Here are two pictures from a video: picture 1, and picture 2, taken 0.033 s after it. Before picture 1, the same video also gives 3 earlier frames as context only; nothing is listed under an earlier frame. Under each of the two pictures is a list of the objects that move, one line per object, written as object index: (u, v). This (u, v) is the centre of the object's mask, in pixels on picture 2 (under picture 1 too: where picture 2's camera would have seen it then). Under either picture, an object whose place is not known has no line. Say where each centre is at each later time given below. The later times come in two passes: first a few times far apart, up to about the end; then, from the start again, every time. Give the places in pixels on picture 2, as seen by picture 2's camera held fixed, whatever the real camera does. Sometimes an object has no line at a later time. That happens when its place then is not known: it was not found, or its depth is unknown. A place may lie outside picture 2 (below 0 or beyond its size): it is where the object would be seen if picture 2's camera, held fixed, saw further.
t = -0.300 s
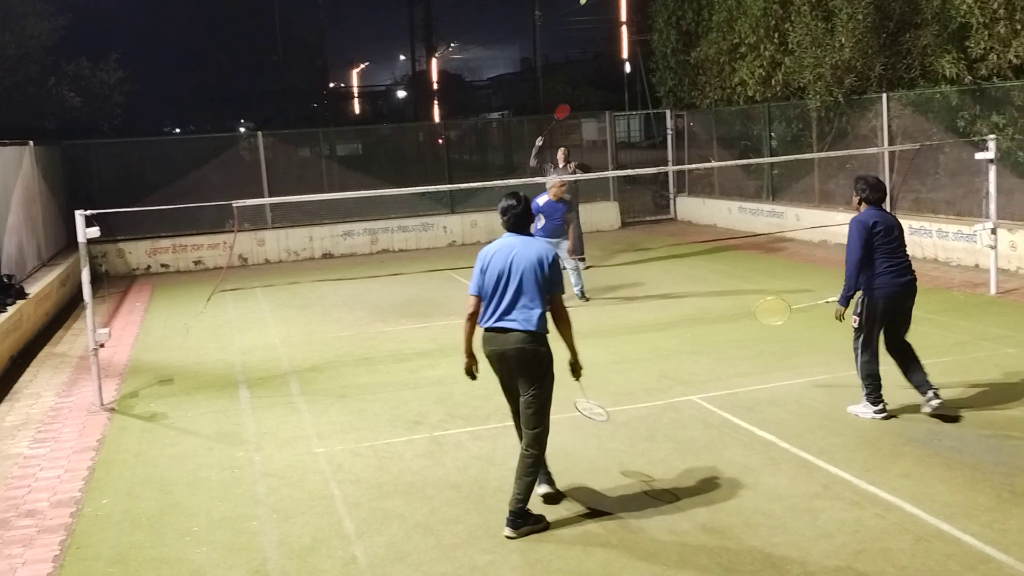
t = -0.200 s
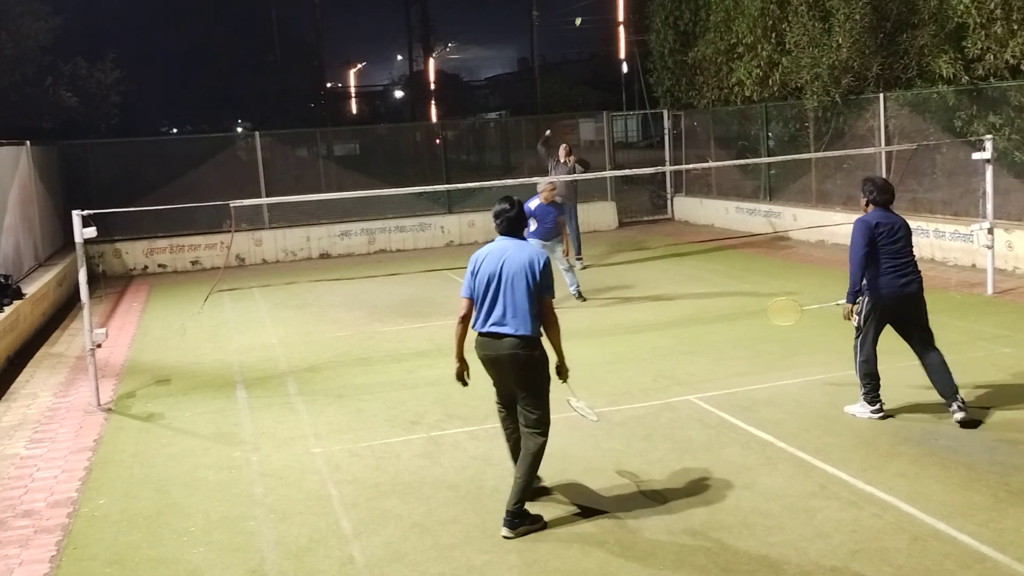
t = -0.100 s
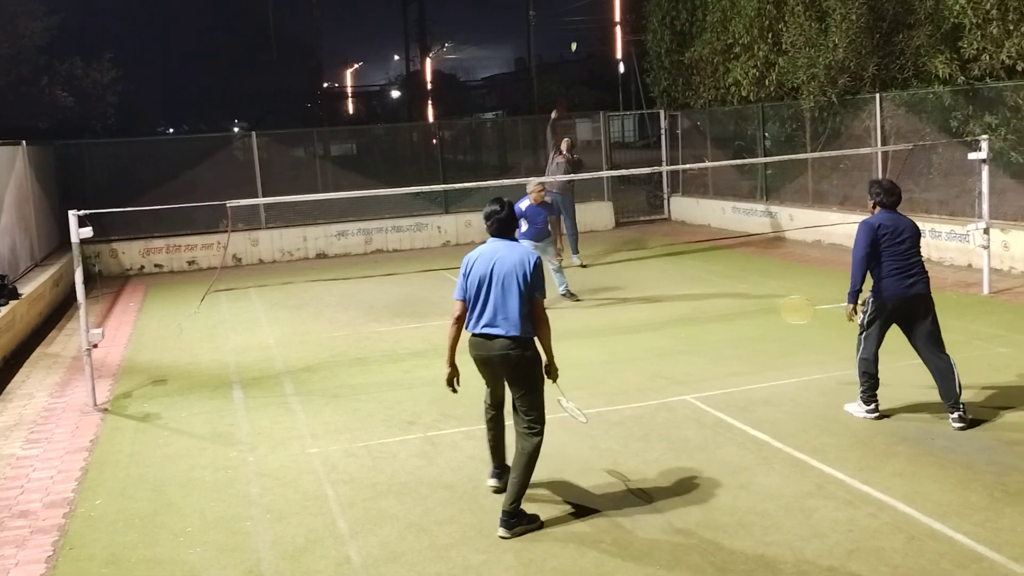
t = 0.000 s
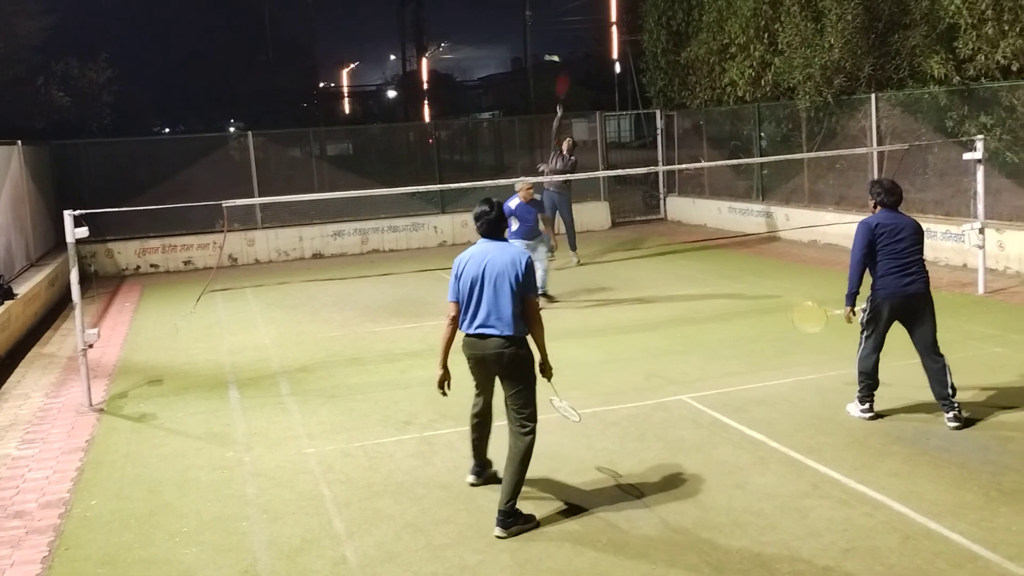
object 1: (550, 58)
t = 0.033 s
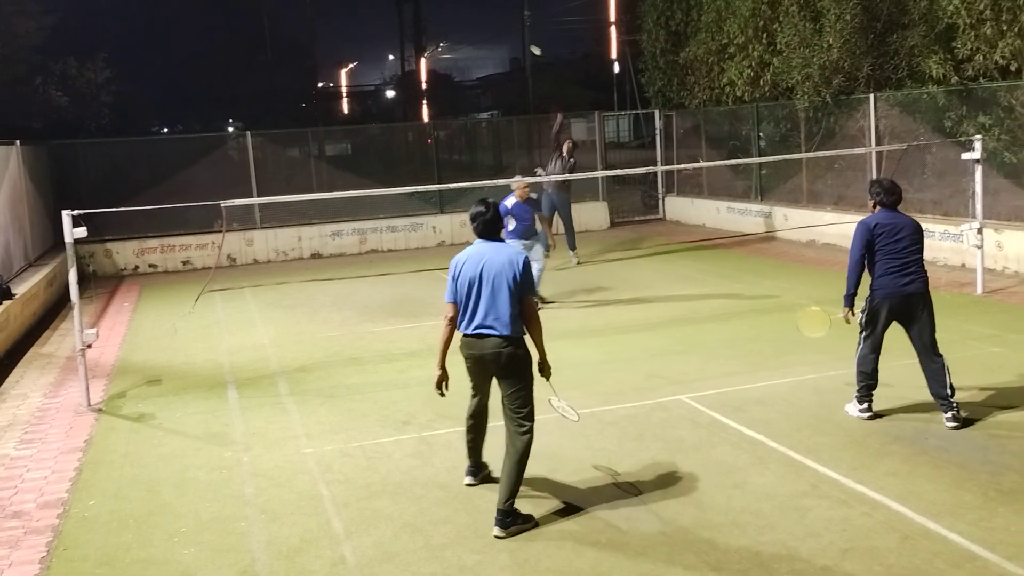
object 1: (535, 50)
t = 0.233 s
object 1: (473, 21)
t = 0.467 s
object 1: (415, 40)
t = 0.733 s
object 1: (361, 133)
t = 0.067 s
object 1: (524, 39)
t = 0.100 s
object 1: (514, 34)
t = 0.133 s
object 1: (504, 30)
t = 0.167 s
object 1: (493, 26)
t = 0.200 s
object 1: (483, 23)
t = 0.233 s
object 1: (473, 21)
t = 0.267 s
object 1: (464, 20)
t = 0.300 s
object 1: (455, 21)
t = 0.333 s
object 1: (447, 22)
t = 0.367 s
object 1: (439, 25)
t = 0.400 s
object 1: (430, 29)
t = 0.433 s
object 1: (423, 34)
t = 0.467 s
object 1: (415, 40)
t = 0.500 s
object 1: (408, 48)
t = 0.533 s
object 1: (400, 56)
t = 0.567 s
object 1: (393, 66)
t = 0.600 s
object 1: (386, 77)
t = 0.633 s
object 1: (379, 89)
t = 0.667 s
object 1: (373, 102)
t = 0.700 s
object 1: (367, 117)
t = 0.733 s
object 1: (361, 133)
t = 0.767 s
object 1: (355, 150)
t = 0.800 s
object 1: (350, 168)
